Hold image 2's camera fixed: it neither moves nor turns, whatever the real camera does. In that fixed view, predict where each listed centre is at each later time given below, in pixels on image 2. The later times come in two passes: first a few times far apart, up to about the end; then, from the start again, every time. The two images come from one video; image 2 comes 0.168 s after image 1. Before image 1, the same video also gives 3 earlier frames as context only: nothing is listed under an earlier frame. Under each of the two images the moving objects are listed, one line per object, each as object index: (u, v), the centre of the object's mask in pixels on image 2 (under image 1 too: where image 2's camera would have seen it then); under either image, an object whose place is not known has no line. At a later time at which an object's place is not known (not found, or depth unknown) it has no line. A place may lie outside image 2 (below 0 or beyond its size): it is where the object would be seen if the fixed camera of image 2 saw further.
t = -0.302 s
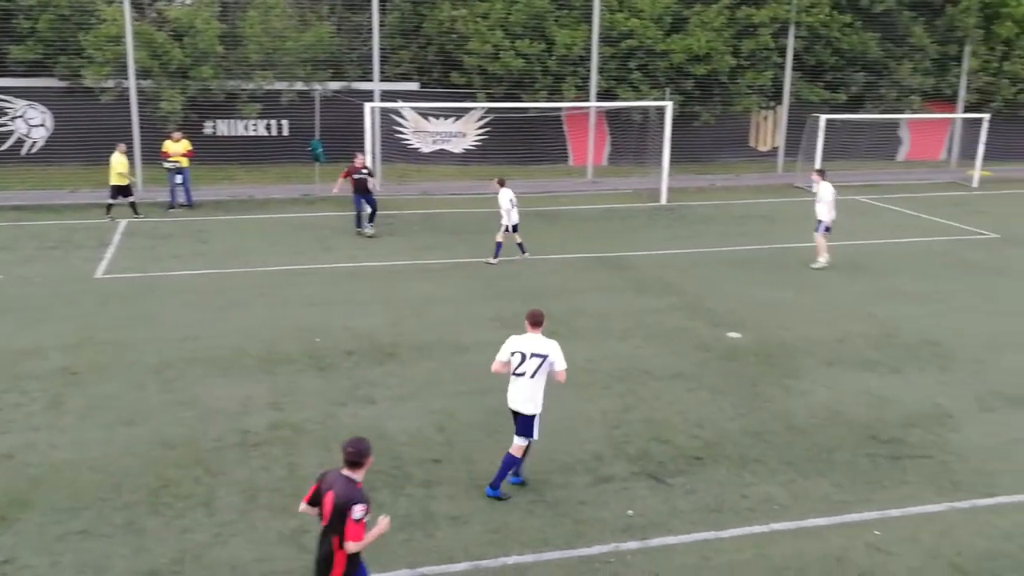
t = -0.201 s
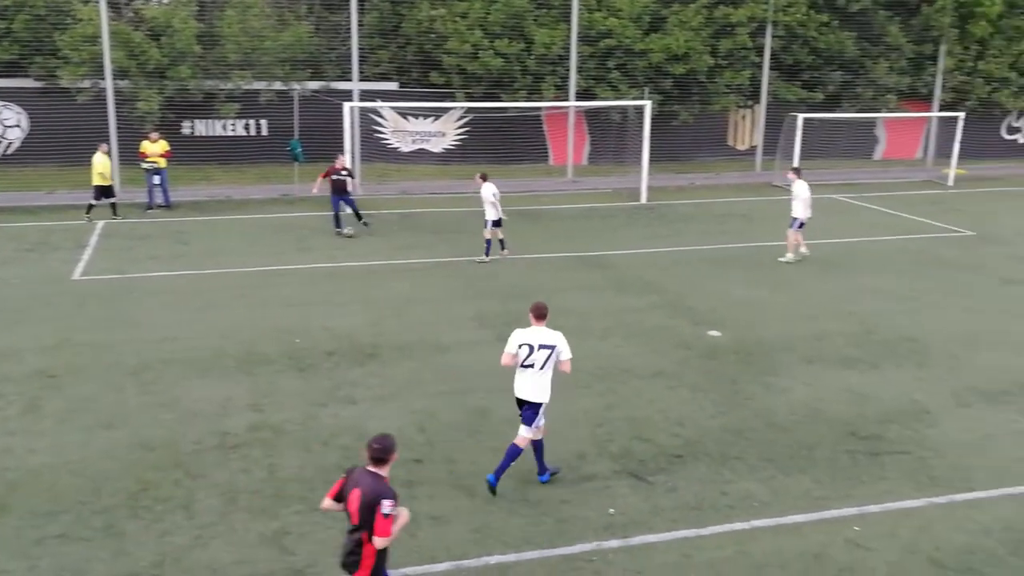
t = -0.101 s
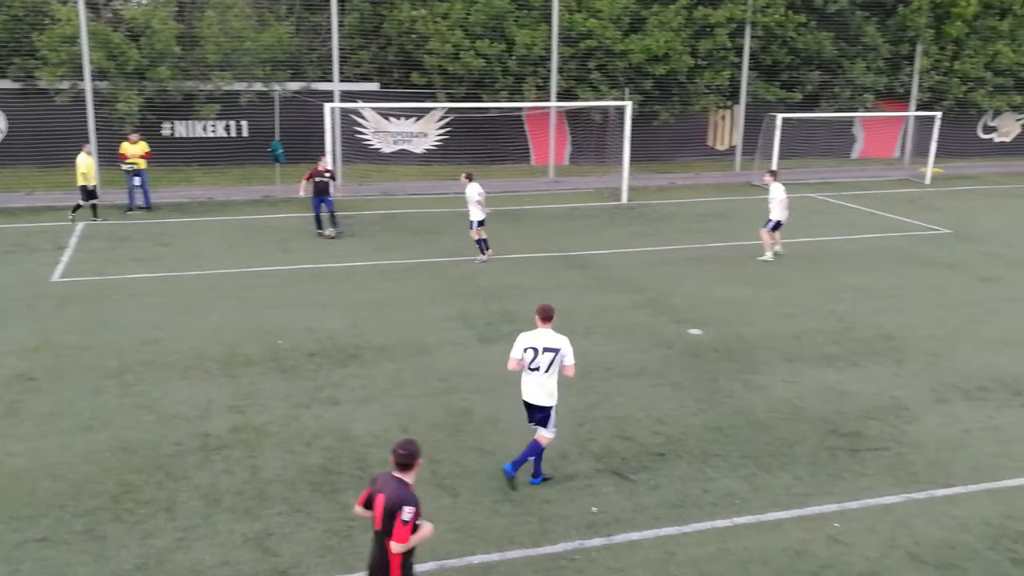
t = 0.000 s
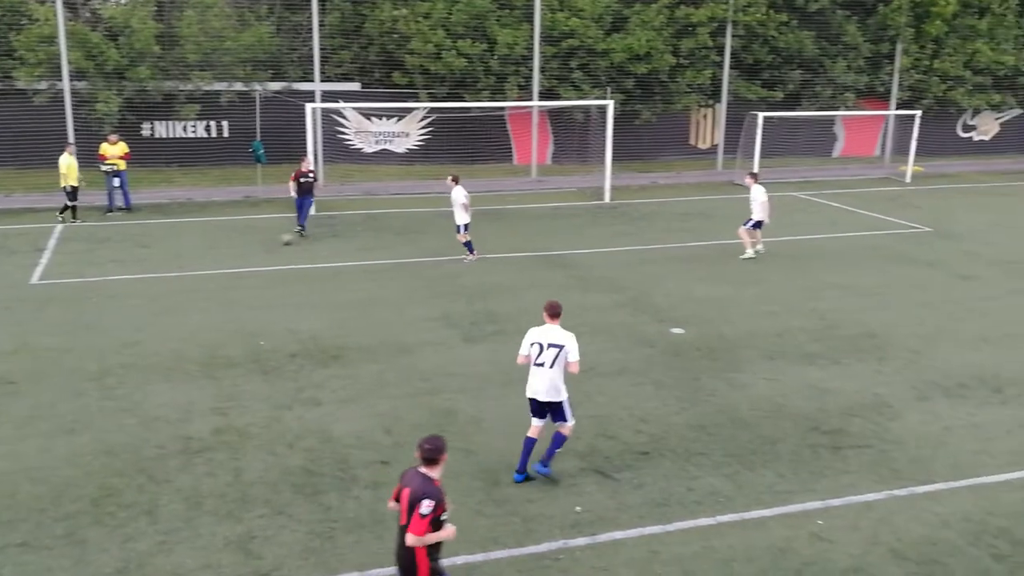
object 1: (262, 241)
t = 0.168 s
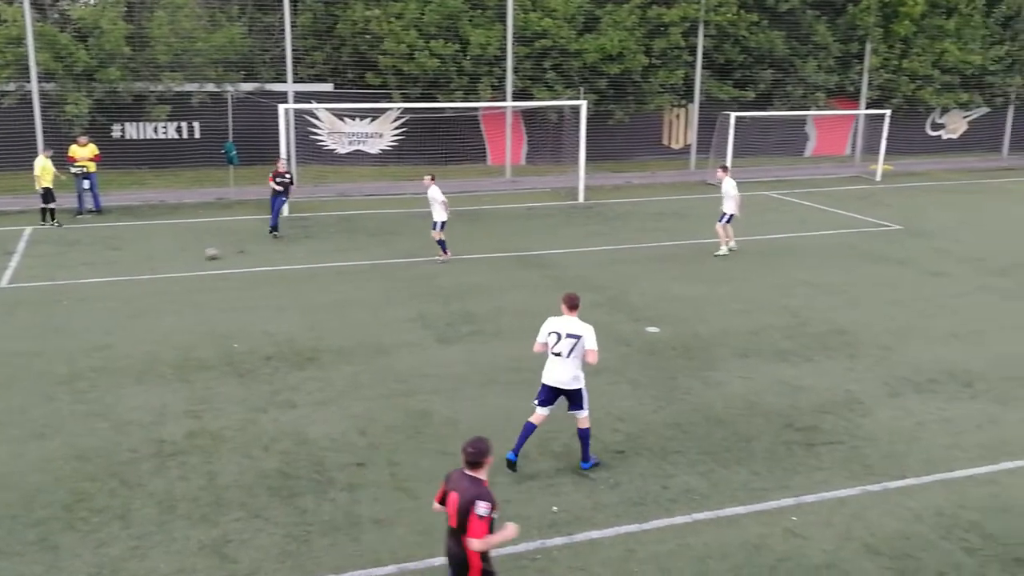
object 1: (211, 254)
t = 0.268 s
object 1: (182, 261)
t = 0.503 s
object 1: (119, 276)
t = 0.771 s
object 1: (49, 294)
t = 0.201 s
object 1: (201, 257)
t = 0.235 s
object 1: (192, 259)
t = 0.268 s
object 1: (182, 261)
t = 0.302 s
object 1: (173, 263)
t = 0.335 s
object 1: (164, 266)
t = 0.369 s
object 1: (154, 268)
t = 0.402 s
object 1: (145, 269)
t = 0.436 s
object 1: (137, 271)
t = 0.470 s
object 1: (128, 274)
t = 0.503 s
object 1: (119, 276)
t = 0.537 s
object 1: (110, 278)
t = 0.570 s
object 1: (102, 281)
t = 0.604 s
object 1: (92, 283)
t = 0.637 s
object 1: (85, 285)
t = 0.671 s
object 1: (75, 287)
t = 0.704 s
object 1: (67, 289)
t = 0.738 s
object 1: (58, 292)
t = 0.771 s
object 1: (49, 294)
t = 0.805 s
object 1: (42, 297)
